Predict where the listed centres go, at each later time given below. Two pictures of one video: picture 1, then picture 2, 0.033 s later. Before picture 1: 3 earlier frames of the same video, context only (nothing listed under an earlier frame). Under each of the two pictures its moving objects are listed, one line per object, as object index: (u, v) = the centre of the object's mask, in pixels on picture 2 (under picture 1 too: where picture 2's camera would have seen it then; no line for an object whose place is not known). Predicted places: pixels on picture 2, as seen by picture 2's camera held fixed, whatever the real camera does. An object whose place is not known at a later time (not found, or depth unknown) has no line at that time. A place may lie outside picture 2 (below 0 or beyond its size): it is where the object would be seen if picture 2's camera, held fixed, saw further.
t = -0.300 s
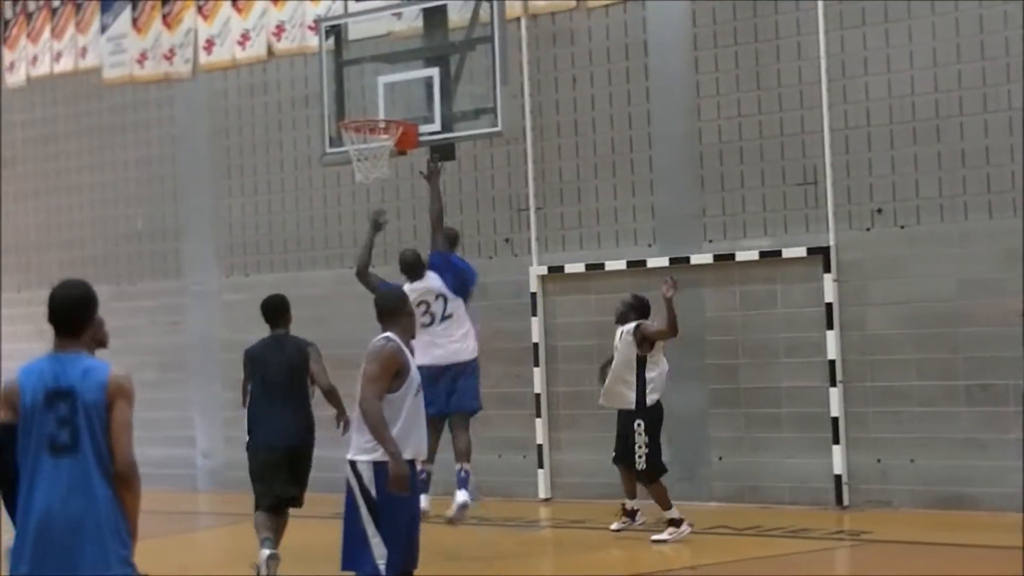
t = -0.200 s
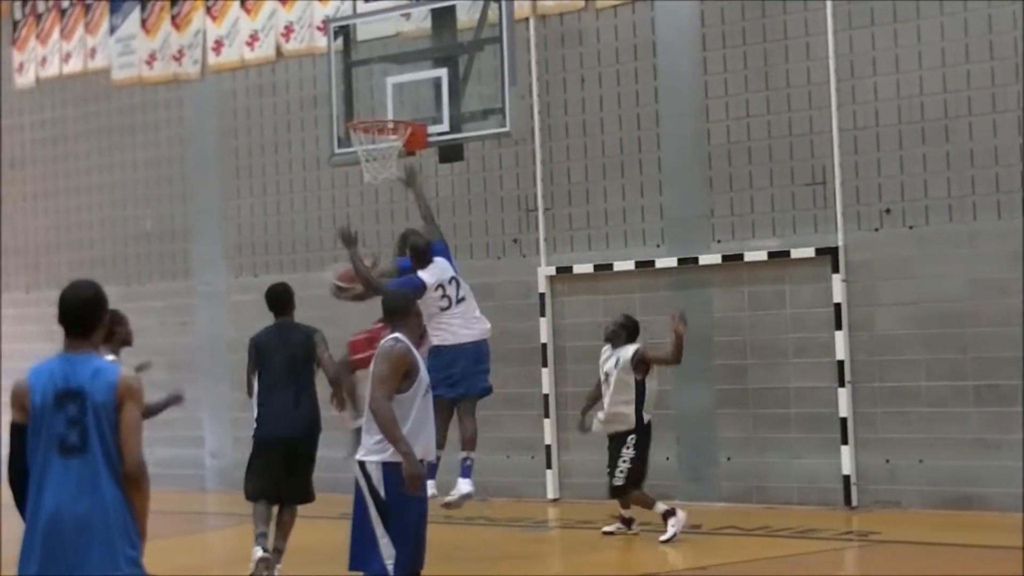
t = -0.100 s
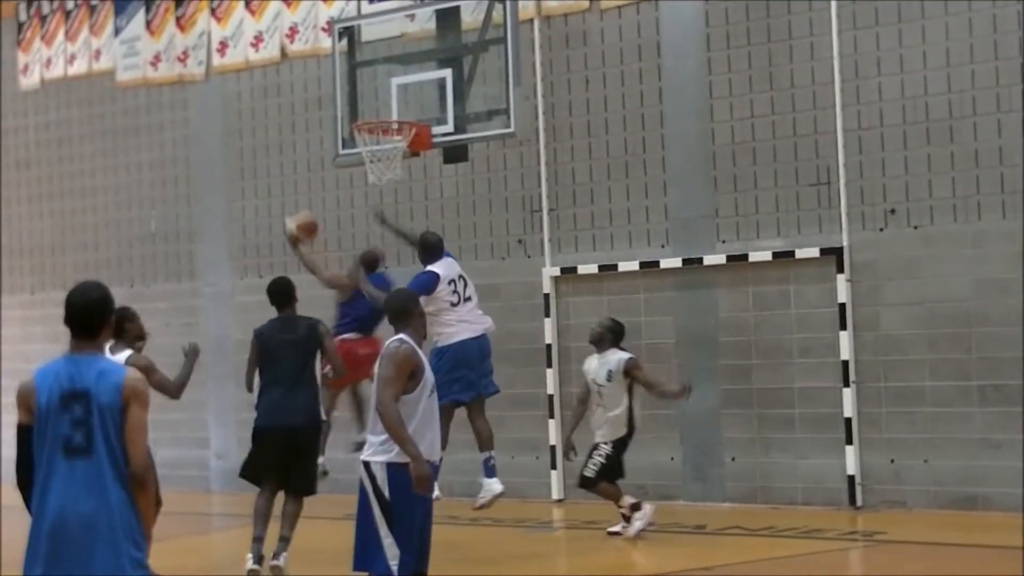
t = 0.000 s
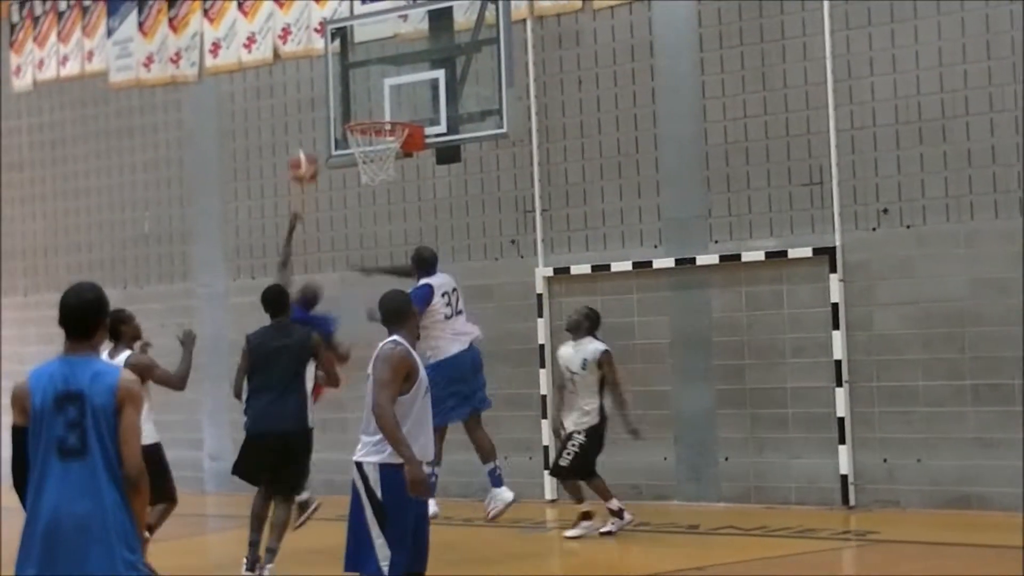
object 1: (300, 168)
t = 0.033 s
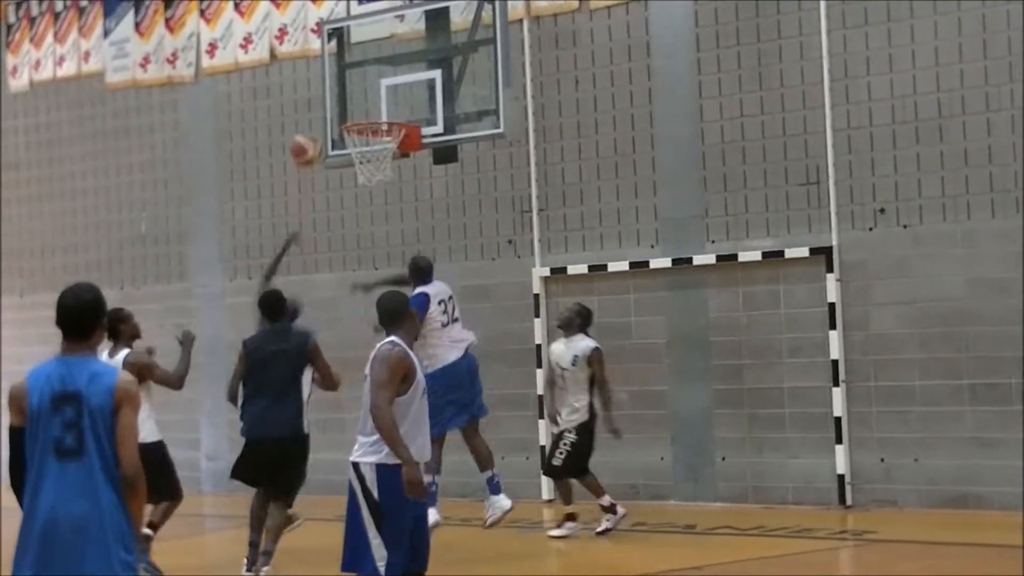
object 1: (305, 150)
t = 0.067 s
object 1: (311, 135)
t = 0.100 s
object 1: (318, 121)
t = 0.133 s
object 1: (323, 107)
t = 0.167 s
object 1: (329, 95)
